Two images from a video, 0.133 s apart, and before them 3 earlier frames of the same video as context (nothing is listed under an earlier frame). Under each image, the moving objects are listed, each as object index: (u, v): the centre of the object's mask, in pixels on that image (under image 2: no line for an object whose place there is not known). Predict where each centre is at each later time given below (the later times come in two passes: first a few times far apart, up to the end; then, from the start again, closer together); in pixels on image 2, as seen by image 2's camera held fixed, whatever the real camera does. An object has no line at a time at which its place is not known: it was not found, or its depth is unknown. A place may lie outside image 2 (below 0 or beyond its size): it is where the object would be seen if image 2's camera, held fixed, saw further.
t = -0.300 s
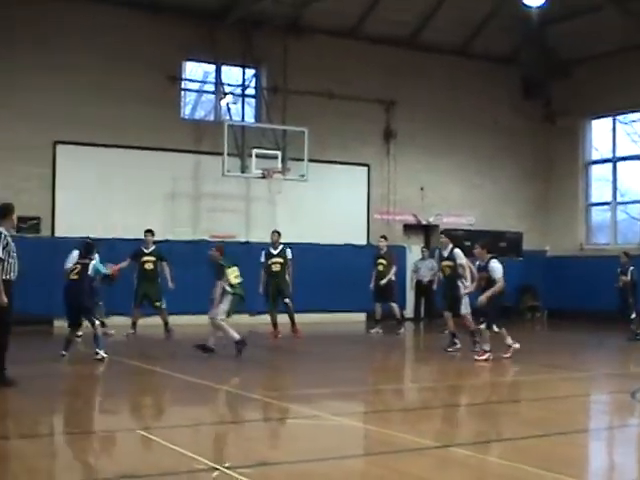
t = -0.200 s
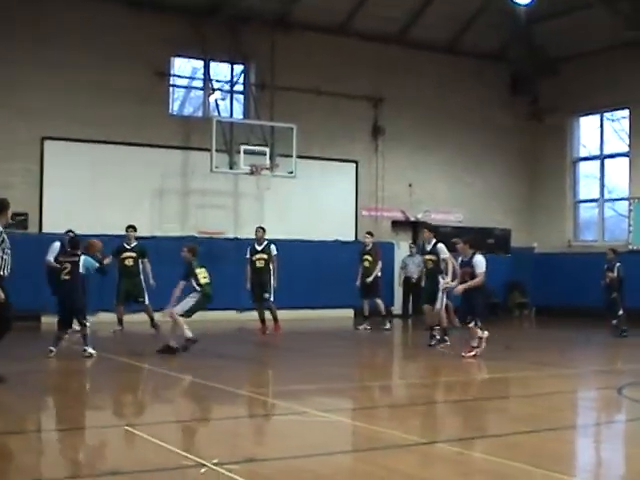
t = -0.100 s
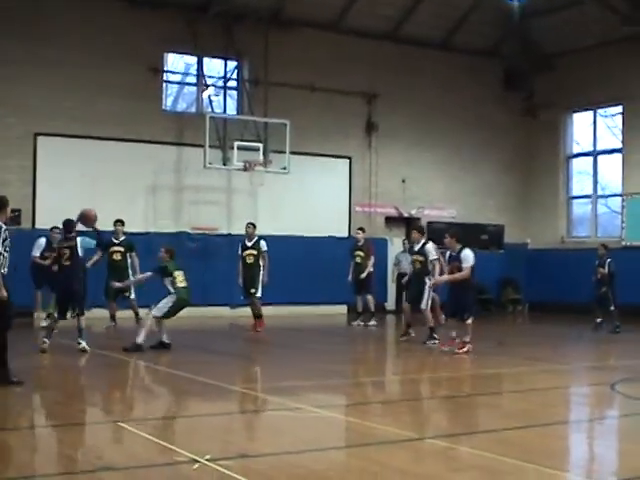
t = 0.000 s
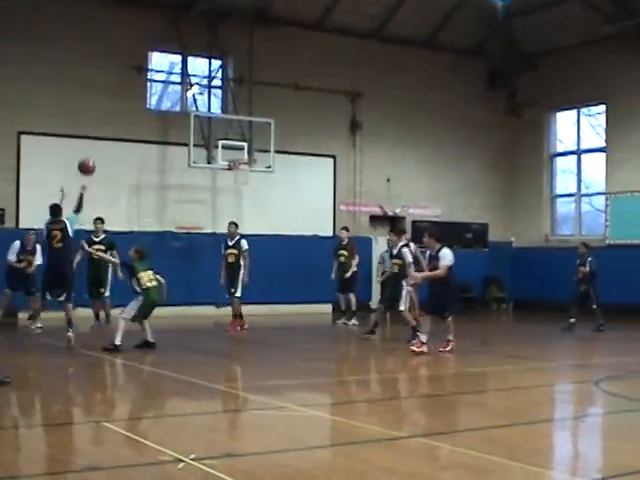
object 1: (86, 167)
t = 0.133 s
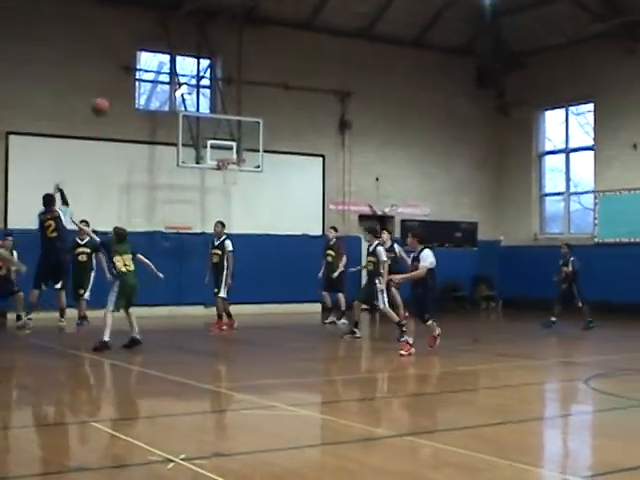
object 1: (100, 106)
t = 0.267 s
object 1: (122, 65)
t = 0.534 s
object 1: (159, 28)
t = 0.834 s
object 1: (192, 38)
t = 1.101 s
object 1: (217, 89)
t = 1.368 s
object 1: (226, 165)
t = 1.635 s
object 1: (231, 171)
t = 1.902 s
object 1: (230, 179)
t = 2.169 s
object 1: (220, 196)
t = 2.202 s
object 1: (217, 201)
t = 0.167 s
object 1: (105, 94)
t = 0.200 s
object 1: (111, 84)
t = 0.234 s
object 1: (117, 73)
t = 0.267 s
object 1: (122, 65)
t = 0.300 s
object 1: (128, 59)
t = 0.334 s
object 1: (132, 50)
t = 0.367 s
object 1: (137, 45)
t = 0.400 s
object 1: (141, 40)
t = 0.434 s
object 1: (146, 36)
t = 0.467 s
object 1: (150, 32)
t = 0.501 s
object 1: (155, 30)
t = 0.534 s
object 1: (159, 28)
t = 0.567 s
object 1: (162, 26)
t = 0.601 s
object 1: (167, 26)
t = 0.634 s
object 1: (170, 26)
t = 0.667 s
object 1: (174, 27)
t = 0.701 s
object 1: (178, 28)
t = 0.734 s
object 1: (182, 30)
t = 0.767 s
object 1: (186, 32)
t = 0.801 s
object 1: (189, 36)
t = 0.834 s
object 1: (192, 38)
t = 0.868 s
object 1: (196, 44)
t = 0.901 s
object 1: (200, 48)
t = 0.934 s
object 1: (203, 54)
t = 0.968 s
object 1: (205, 63)
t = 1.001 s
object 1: (207, 68)
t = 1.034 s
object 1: (209, 73)
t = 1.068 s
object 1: (214, 83)
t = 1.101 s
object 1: (217, 89)
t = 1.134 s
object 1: (219, 98)
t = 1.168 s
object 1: (220, 107)
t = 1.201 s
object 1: (224, 116)
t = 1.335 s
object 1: (223, 165)
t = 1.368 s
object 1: (226, 165)
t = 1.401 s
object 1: (225, 167)
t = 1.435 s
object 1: (224, 168)
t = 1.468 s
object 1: (223, 167)
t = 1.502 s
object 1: (224, 167)
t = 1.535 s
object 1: (225, 168)
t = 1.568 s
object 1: (225, 168)
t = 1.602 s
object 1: (229, 170)
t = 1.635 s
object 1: (231, 171)
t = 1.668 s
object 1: (231, 172)
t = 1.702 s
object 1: (233, 173)
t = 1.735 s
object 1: (234, 176)
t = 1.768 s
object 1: (235, 177)
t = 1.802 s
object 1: (234, 177)
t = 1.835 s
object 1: (233, 178)
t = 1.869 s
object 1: (232, 179)
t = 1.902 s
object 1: (230, 179)
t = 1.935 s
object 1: (229, 180)
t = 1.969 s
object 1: (227, 182)
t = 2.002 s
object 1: (226, 182)
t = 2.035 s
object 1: (224, 184)
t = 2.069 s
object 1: (223, 186)
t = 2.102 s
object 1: (222, 189)
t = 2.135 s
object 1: (221, 193)
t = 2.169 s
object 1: (220, 196)
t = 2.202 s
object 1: (217, 201)
